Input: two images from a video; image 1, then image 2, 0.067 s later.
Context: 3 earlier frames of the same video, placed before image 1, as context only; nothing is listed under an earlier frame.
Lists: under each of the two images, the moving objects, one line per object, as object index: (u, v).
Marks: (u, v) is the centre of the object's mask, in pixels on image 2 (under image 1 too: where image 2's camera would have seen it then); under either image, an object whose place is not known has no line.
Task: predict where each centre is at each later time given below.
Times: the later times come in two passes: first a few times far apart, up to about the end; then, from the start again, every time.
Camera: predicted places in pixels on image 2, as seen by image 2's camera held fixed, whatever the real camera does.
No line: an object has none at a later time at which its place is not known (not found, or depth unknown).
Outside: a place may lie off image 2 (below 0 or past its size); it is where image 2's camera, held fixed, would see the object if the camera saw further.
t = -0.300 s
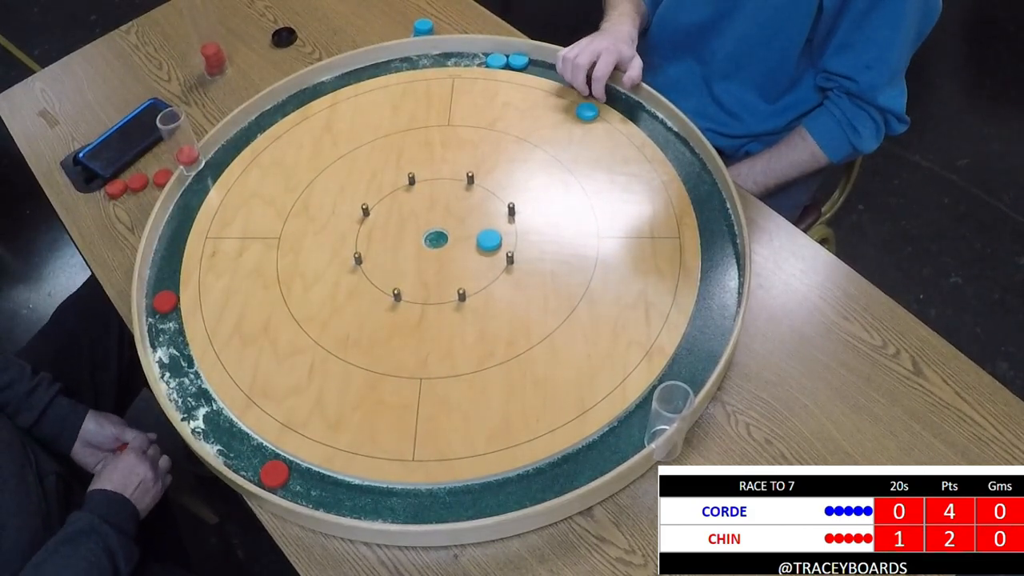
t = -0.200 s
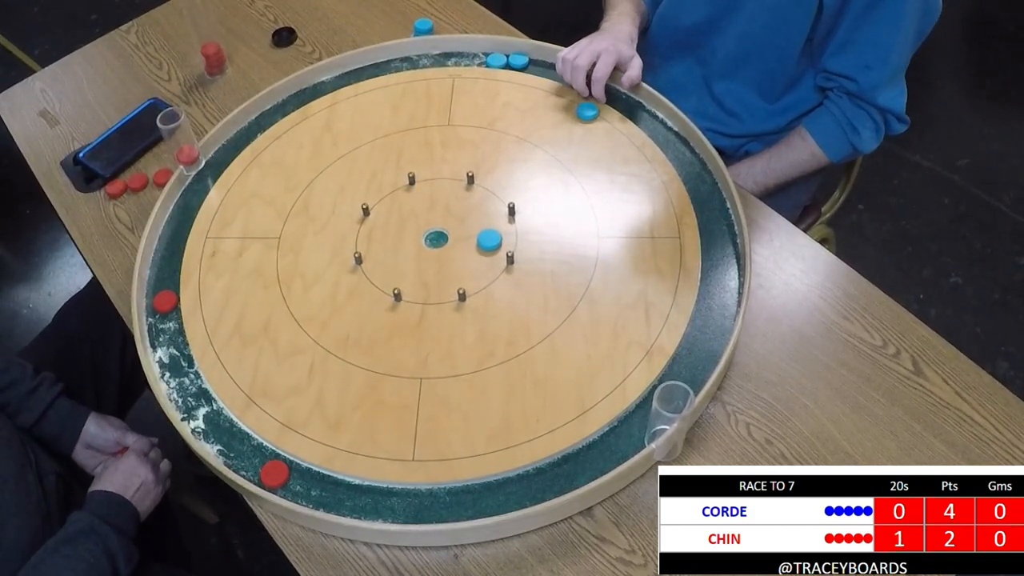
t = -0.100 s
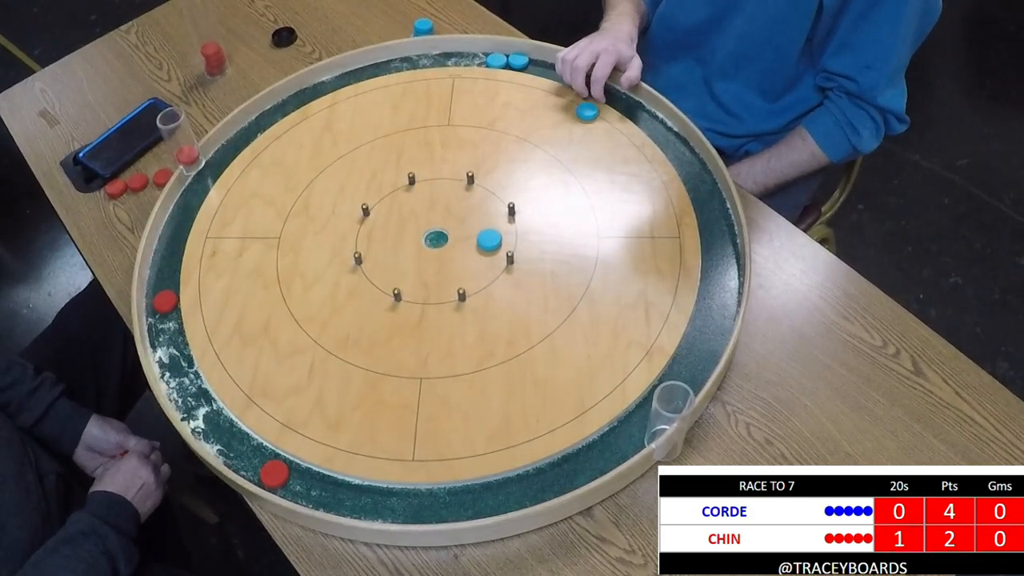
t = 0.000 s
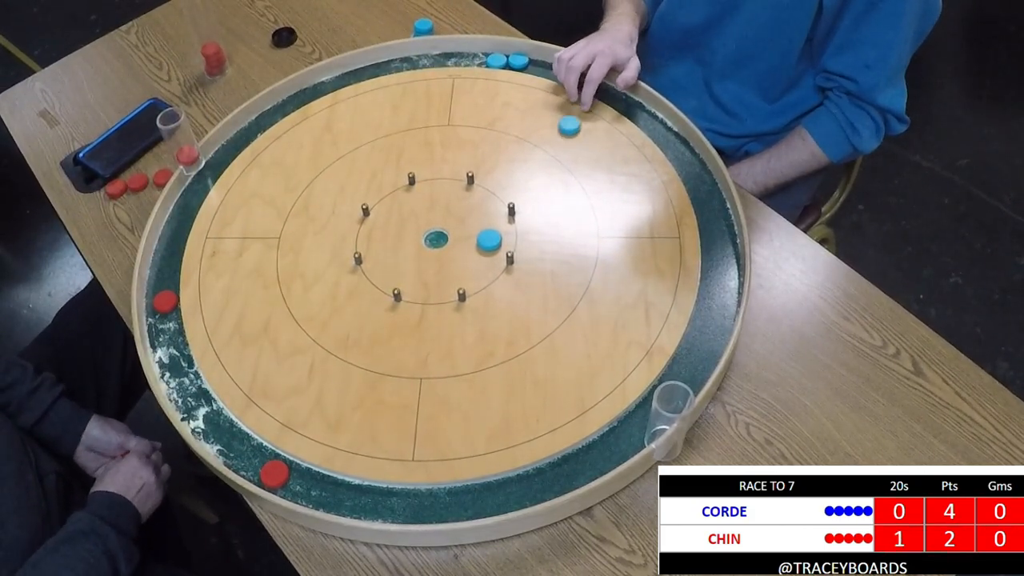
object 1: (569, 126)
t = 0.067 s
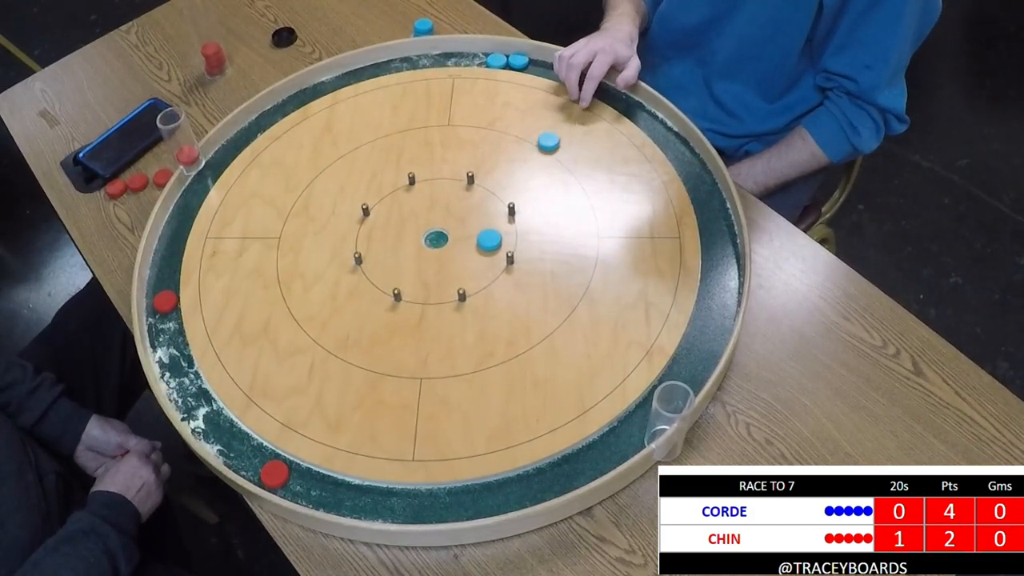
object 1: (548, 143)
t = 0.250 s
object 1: (497, 180)
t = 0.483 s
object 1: (448, 218)
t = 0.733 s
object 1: (435, 238)
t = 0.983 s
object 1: (436, 237)
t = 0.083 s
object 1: (543, 146)
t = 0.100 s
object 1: (538, 150)
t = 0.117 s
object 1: (533, 153)
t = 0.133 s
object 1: (528, 157)
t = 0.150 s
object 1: (524, 161)
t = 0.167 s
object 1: (519, 164)
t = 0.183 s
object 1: (515, 167)
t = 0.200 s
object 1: (510, 170)
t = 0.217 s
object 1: (506, 174)
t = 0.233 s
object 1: (502, 177)
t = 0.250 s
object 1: (497, 180)
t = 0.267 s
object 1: (493, 184)
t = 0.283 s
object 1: (490, 187)
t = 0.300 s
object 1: (485, 190)
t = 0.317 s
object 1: (482, 193)
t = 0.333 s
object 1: (478, 195)
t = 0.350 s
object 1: (474, 198)
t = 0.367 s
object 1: (471, 201)
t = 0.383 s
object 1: (467, 204)
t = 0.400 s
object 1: (464, 206)
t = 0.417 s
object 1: (460, 209)
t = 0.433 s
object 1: (457, 211)
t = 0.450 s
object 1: (454, 214)
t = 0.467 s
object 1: (451, 216)
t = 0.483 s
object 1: (448, 218)
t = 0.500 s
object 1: (446, 220)
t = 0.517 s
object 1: (443, 222)
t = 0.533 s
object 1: (440, 224)
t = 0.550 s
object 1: (438, 226)
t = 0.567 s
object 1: (436, 229)
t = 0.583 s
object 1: (434, 231)
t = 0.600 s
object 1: (432, 233)
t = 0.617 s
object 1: (431, 235)
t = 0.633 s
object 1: (431, 236)
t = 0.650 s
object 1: (431, 237)
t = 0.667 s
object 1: (432, 238)
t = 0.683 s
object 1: (433, 238)
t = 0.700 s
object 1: (434, 238)
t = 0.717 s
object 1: (435, 238)
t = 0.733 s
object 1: (435, 238)
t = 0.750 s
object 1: (435, 237)
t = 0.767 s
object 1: (436, 237)
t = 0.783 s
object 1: (436, 237)
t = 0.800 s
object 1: (436, 237)
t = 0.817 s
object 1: (436, 237)
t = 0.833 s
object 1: (436, 237)
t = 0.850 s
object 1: (436, 237)
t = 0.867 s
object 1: (436, 237)
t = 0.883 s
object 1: (436, 237)
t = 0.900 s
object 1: (436, 237)
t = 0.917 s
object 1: (436, 237)
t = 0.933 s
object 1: (436, 237)
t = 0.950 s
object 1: (436, 237)
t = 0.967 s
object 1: (436, 237)
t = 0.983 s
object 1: (436, 237)
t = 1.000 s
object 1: (436, 237)
